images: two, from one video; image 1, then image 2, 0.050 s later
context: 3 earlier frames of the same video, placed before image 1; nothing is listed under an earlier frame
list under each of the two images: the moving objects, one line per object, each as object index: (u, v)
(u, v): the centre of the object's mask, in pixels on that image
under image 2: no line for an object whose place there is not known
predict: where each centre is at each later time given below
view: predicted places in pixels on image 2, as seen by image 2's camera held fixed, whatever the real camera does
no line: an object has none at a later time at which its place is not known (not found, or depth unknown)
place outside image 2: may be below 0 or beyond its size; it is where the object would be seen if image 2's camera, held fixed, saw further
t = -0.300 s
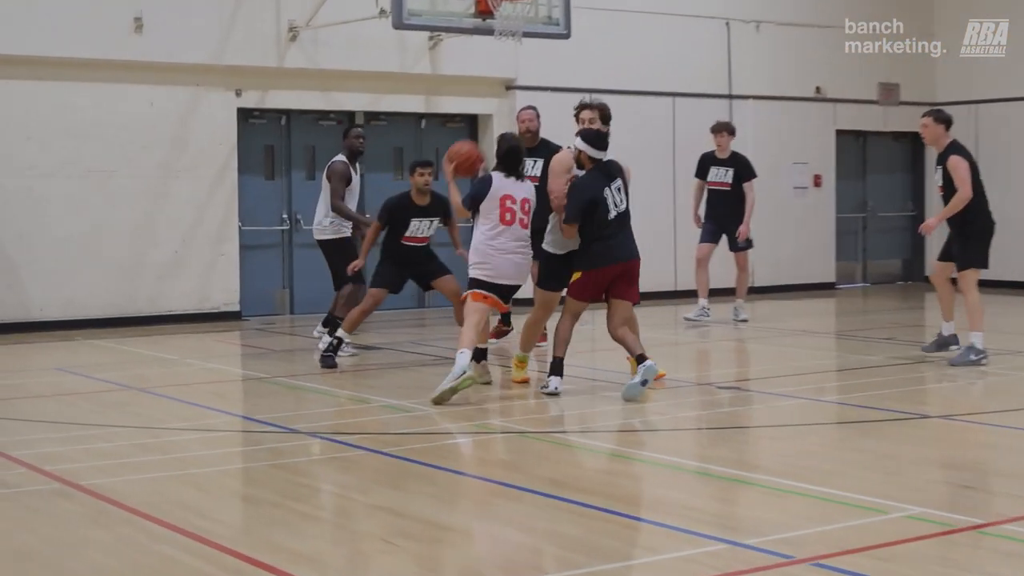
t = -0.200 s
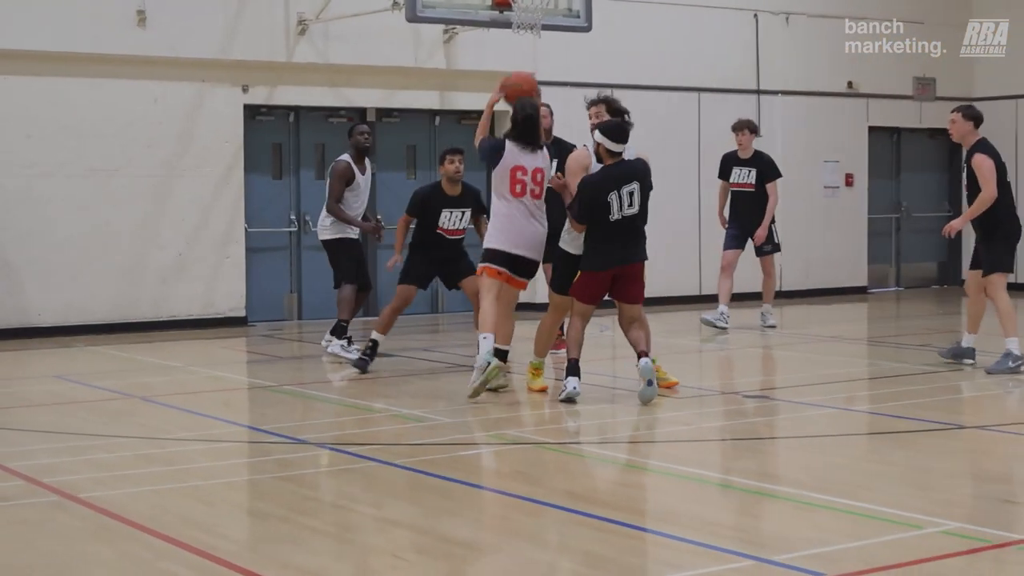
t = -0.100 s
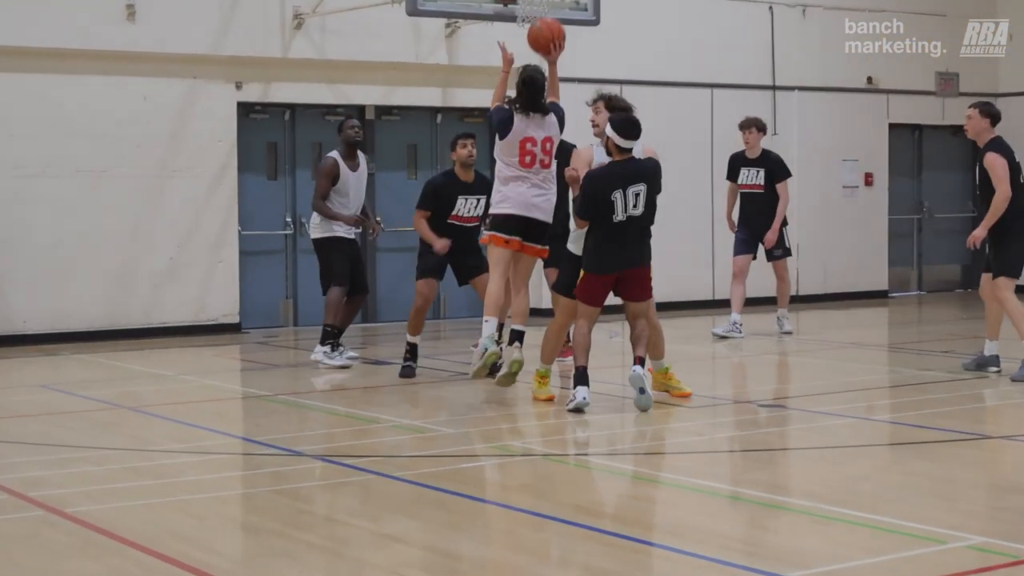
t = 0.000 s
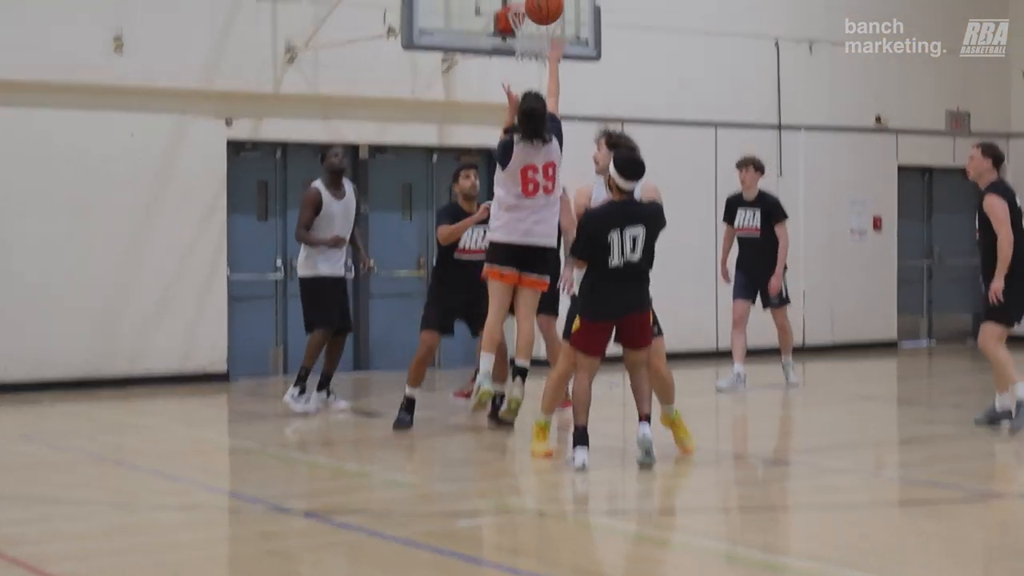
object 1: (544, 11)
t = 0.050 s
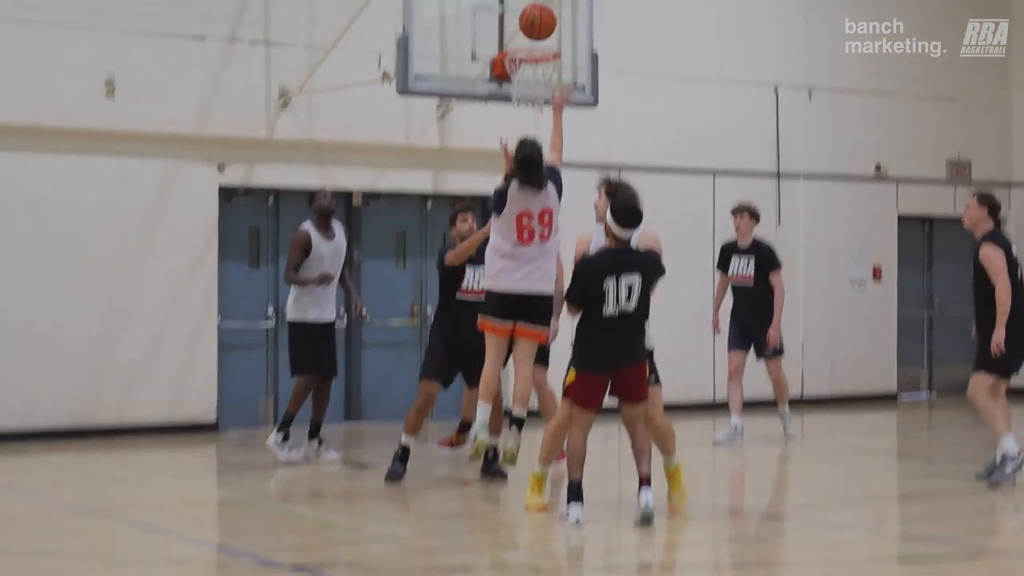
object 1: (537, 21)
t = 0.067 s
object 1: (537, 12)
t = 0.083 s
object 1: (535, 5)
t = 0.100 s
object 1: (535, -2)
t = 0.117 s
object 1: (534, -9)
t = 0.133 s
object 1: (533, -15)
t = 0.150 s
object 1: (532, -20)
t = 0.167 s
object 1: (532, -26)
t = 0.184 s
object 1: (531, -31)
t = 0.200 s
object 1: (530, -36)
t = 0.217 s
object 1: (529, -39)
